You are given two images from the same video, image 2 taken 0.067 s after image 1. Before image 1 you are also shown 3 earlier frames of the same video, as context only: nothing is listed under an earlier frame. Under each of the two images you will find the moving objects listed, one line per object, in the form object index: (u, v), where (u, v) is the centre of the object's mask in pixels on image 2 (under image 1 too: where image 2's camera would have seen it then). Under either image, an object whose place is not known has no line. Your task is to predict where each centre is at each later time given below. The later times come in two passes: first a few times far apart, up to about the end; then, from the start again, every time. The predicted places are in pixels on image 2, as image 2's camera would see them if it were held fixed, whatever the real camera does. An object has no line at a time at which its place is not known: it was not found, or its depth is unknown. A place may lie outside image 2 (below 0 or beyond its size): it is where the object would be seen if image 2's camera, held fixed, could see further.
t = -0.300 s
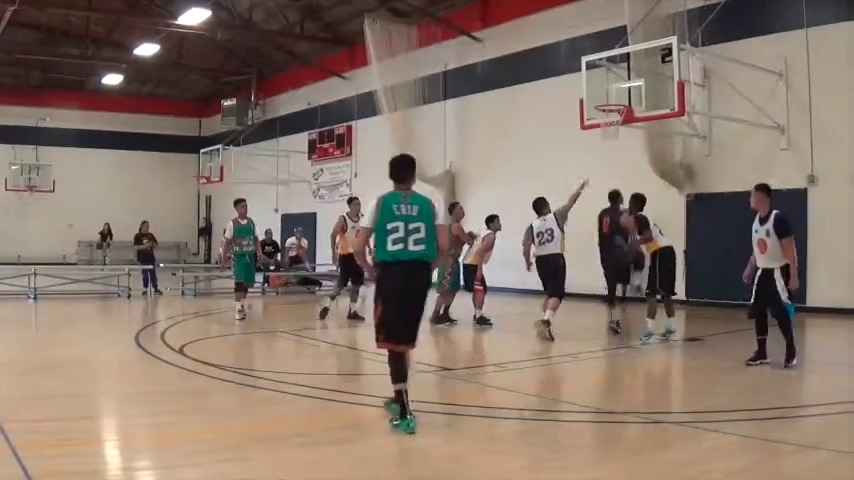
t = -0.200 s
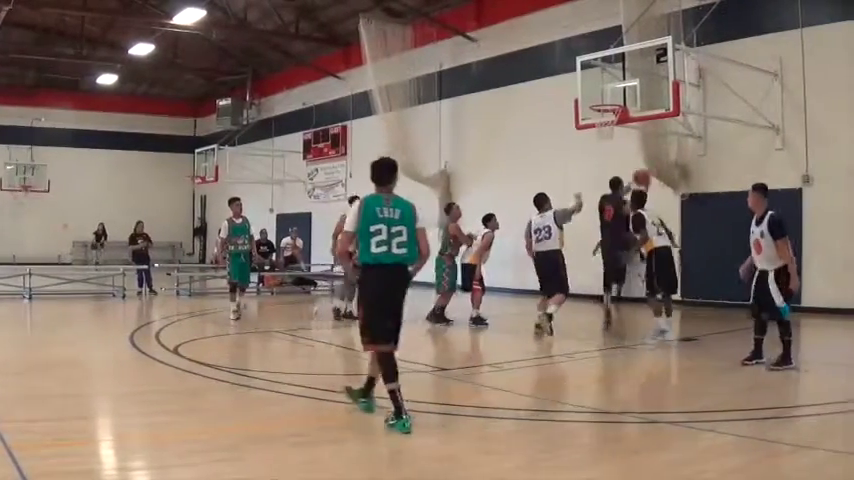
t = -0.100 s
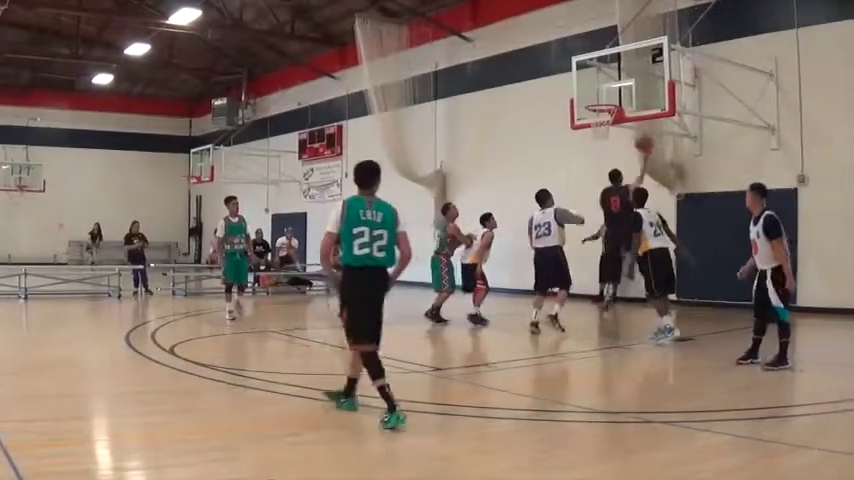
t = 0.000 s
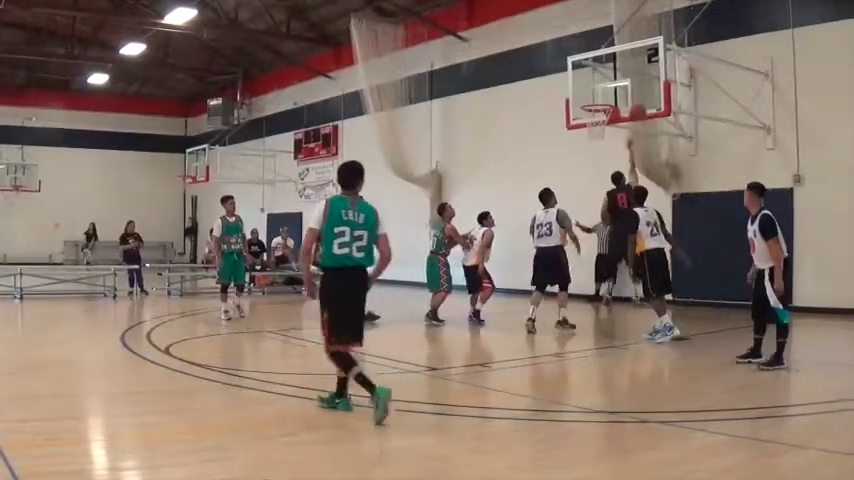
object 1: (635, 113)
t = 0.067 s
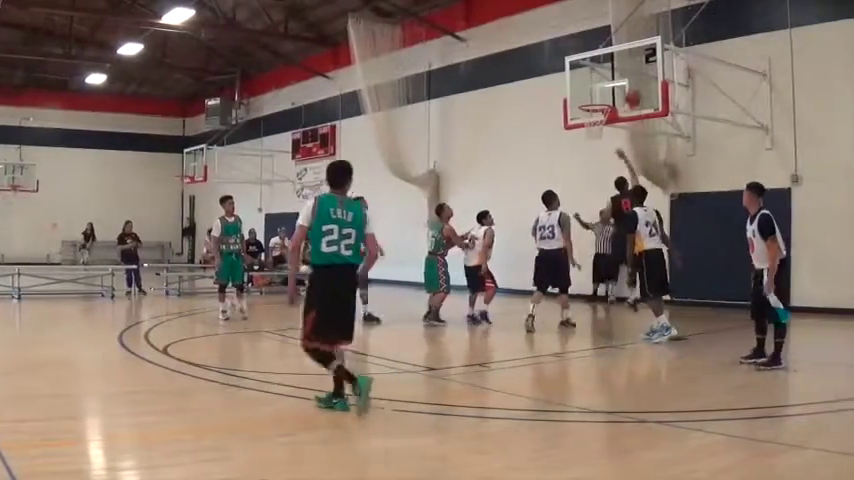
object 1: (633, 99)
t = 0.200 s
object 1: (630, 78)
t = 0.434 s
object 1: (608, 78)
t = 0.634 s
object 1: (594, 92)
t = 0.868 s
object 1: (592, 95)
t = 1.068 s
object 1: (591, 110)
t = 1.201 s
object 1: (591, 134)
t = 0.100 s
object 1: (633, 92)
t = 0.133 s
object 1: (632, 87)
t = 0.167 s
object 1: (632, 83)
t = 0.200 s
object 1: (630, 78)
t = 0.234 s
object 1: (627, 76)
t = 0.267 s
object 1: (624, 74)
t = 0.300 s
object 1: (620, 73)
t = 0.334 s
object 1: (618, 73)
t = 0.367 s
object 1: (615, 74)
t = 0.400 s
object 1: (613, 75)
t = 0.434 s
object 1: (608, 78)
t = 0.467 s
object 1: (605, 81)
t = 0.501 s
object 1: (602, 85)
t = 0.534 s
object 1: (599, 89)
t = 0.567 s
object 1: (596, 95)
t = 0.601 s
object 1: (595, 93)
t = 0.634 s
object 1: (594, 92)
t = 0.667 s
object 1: (594, 92)
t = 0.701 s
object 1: (594, 92)
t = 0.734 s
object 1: (593, 91)
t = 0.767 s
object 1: (593, 92)
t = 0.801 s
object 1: (593, 94)
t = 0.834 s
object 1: (593, 95)
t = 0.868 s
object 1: (592, 95)
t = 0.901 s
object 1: (592, 96)
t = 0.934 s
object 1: (591, 97)
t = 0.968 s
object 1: (591, 99)
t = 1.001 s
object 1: (591, 101)
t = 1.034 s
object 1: (590, 106)
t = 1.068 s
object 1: (591, 110)
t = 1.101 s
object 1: (591, 116)
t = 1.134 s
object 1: (591, 122)
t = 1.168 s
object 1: (592, 130)
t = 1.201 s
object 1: (591, 134)
